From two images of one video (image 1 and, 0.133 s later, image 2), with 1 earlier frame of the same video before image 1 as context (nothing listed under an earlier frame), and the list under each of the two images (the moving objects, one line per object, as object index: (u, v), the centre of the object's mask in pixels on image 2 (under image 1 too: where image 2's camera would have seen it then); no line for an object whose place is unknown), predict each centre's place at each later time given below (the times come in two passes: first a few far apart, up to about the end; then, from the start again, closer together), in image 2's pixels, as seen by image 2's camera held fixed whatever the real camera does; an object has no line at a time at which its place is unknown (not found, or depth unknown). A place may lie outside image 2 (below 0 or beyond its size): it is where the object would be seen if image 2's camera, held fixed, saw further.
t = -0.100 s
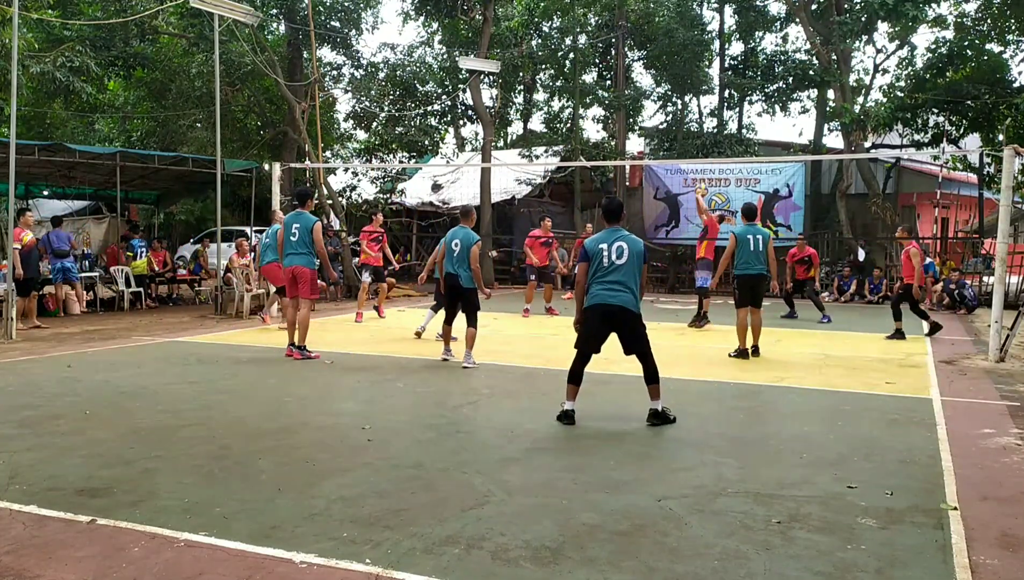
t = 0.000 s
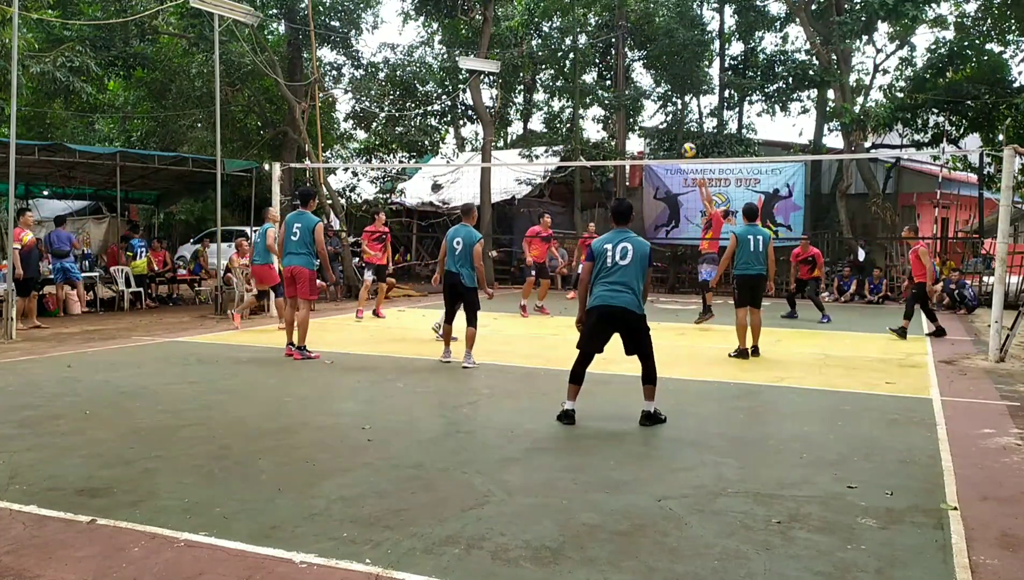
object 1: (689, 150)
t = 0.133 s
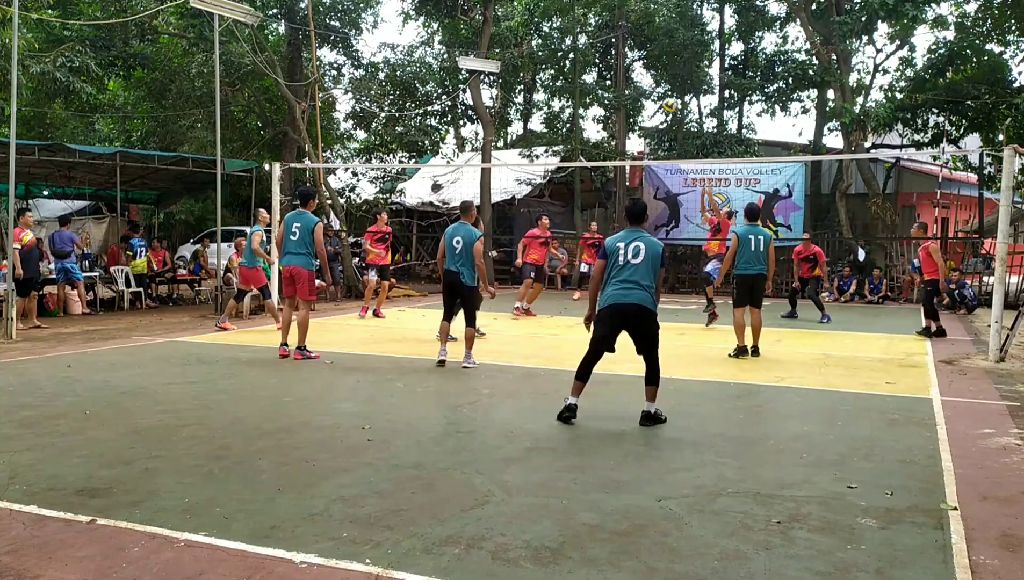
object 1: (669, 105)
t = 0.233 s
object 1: (655, 79)
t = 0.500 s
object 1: (617, 44)
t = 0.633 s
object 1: (599, 44)
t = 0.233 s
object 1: (655, 79)
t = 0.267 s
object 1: (651, 72)
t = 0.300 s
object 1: (646, 66)
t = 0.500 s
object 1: (617, 44)
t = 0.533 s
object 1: (613, 43)
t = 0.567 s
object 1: (608, 43)
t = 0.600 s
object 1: (603, 42)
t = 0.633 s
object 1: (599, 44)
